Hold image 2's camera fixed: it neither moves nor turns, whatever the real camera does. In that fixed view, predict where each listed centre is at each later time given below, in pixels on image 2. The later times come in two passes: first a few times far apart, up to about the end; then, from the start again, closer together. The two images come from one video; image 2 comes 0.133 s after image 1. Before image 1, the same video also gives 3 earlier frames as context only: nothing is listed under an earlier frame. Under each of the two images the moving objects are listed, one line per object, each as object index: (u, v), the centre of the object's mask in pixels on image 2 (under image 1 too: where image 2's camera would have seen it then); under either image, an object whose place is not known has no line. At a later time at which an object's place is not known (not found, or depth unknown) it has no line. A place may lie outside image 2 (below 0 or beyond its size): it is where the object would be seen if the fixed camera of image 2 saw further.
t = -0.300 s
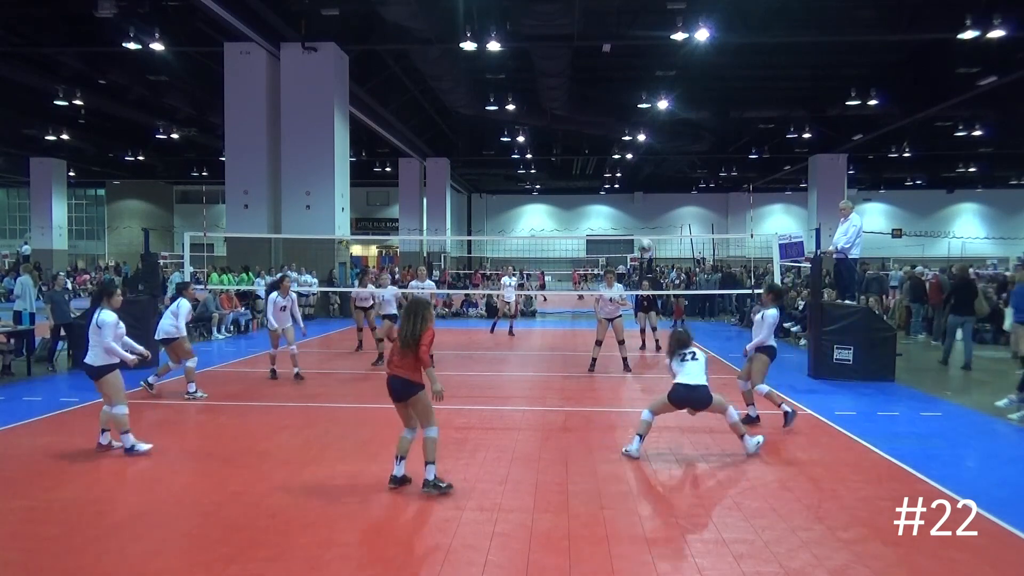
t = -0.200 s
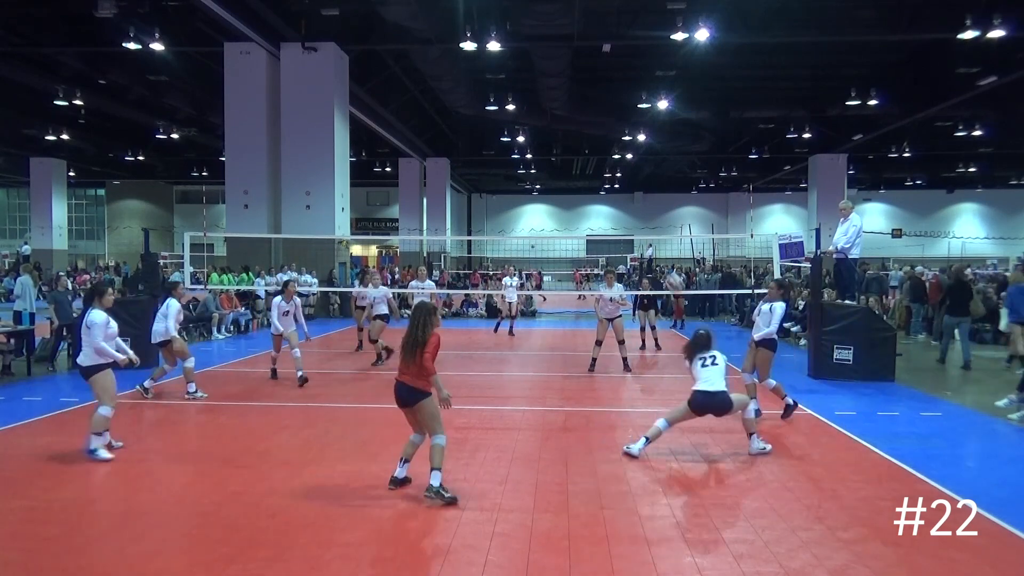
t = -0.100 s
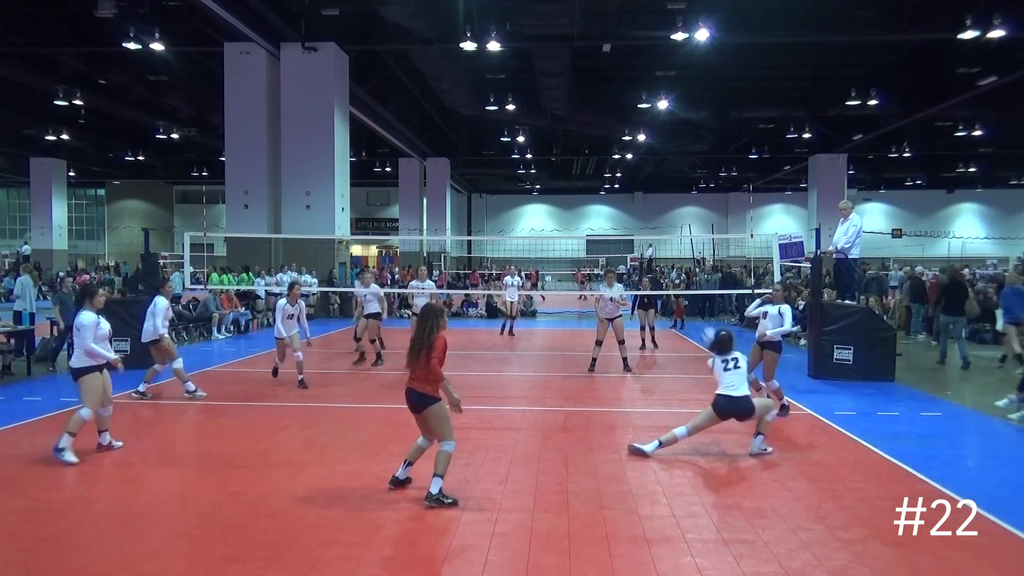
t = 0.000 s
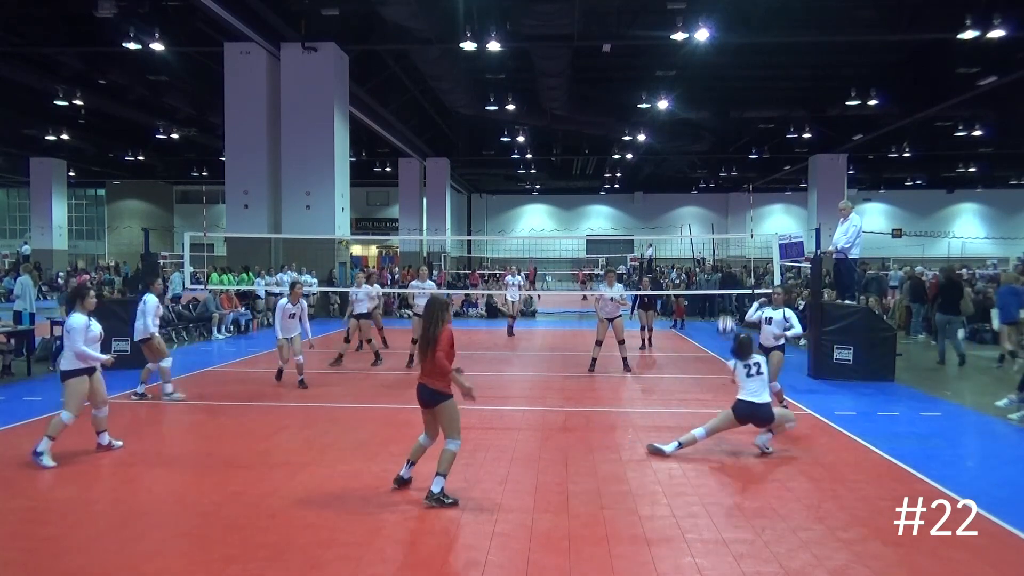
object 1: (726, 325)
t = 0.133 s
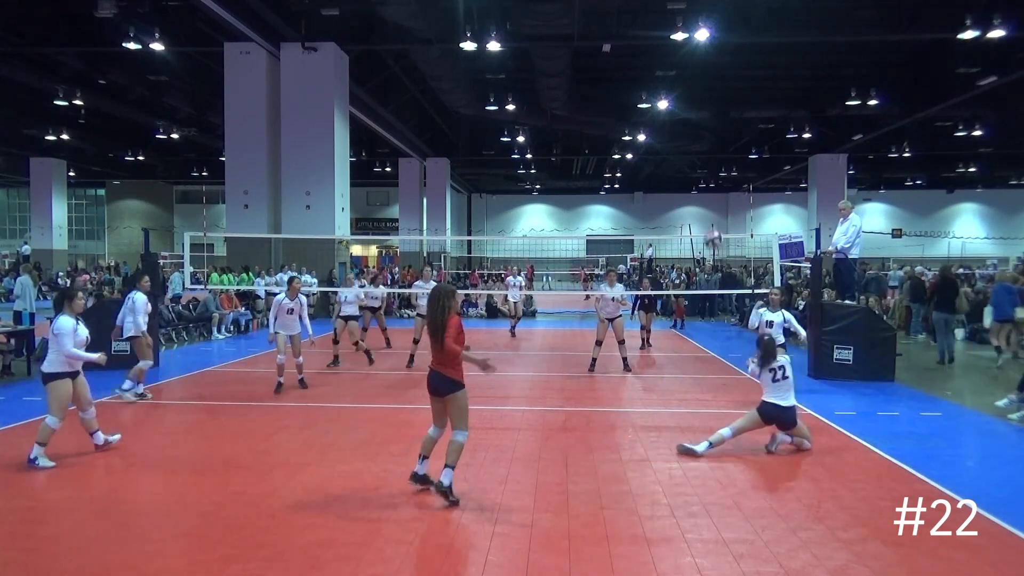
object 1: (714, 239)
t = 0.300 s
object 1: (700, 158)
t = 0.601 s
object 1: (677, 81)
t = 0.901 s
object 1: (656, 82)
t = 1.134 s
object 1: (641, 129)
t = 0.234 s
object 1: (705, 186)
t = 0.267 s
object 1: (702, 172)
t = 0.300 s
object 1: (700, 158)
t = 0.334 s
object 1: (697, 145)
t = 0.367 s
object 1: (694, 133)
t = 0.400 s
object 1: (692, 122)
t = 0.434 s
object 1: (689, 113)
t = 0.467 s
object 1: (687, 104)
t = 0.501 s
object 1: (684, 97)
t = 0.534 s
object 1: (682, 90)
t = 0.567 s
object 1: (679, 85)
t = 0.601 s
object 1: (677, 81)
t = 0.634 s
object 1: (675, 77)
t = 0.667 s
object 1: (672, 75)
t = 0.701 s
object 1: (670, 74)
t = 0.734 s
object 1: (667, 73)
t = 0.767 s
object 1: (665, 73)
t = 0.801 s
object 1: (663, 74)
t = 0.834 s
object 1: (661, 76)
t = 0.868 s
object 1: (658, 79)
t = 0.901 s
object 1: (656, 82)
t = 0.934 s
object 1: (654, 87)
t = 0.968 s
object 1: (652, 93)
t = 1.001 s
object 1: (650, 97)
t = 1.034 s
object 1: (647, 105)
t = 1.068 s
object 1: (645, 112)
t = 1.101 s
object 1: (643, 121)
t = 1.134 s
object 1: (641, 129)
